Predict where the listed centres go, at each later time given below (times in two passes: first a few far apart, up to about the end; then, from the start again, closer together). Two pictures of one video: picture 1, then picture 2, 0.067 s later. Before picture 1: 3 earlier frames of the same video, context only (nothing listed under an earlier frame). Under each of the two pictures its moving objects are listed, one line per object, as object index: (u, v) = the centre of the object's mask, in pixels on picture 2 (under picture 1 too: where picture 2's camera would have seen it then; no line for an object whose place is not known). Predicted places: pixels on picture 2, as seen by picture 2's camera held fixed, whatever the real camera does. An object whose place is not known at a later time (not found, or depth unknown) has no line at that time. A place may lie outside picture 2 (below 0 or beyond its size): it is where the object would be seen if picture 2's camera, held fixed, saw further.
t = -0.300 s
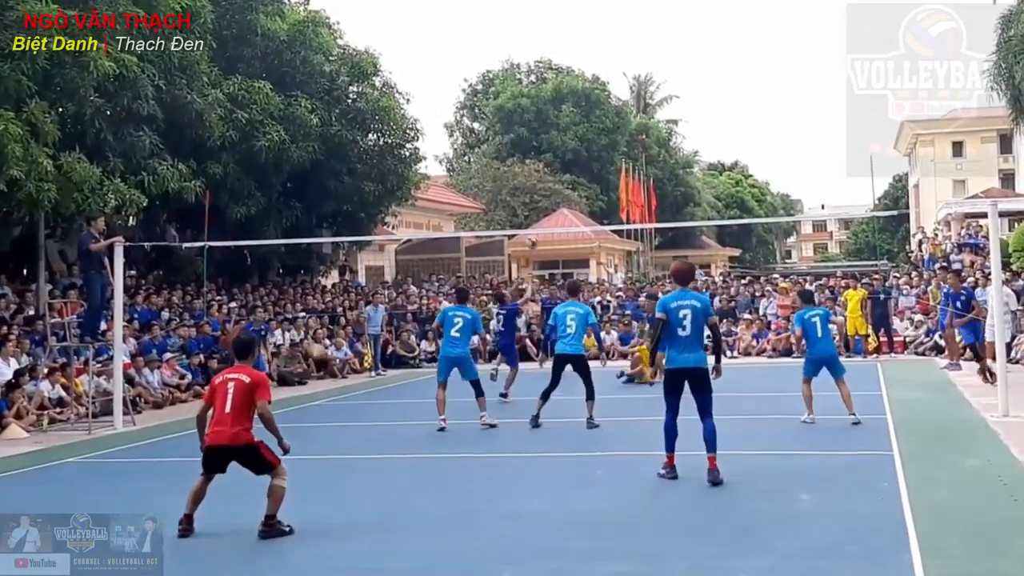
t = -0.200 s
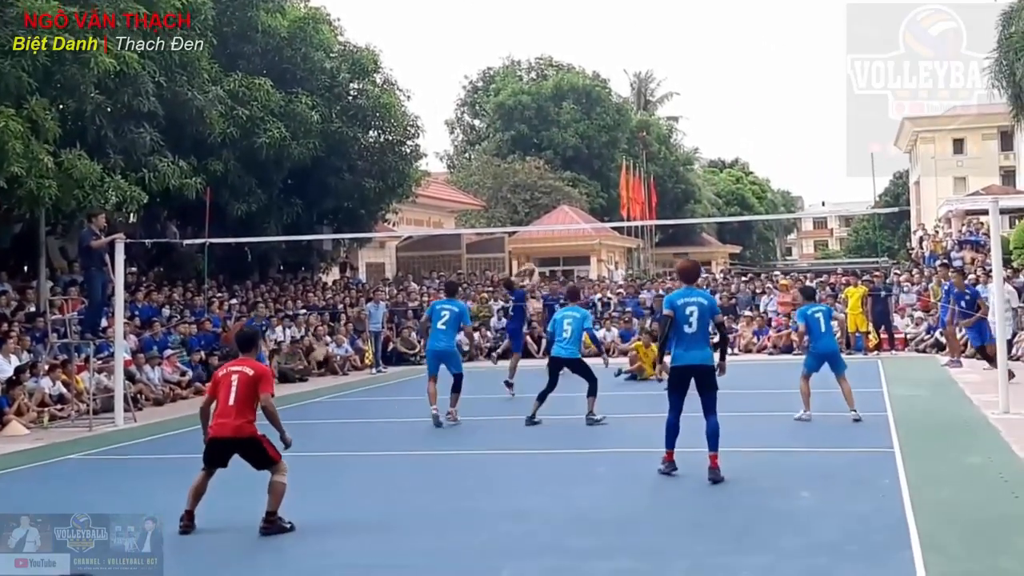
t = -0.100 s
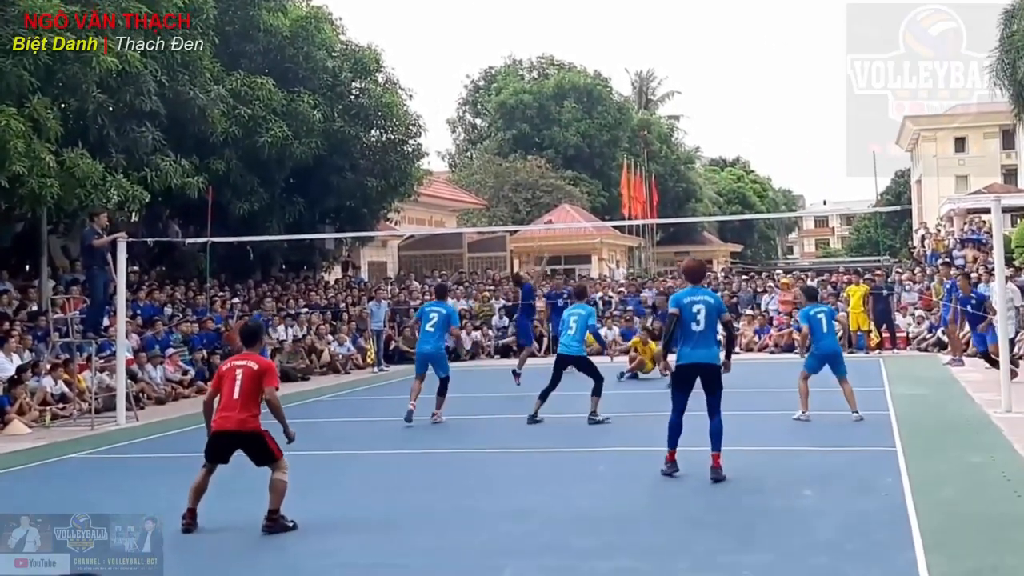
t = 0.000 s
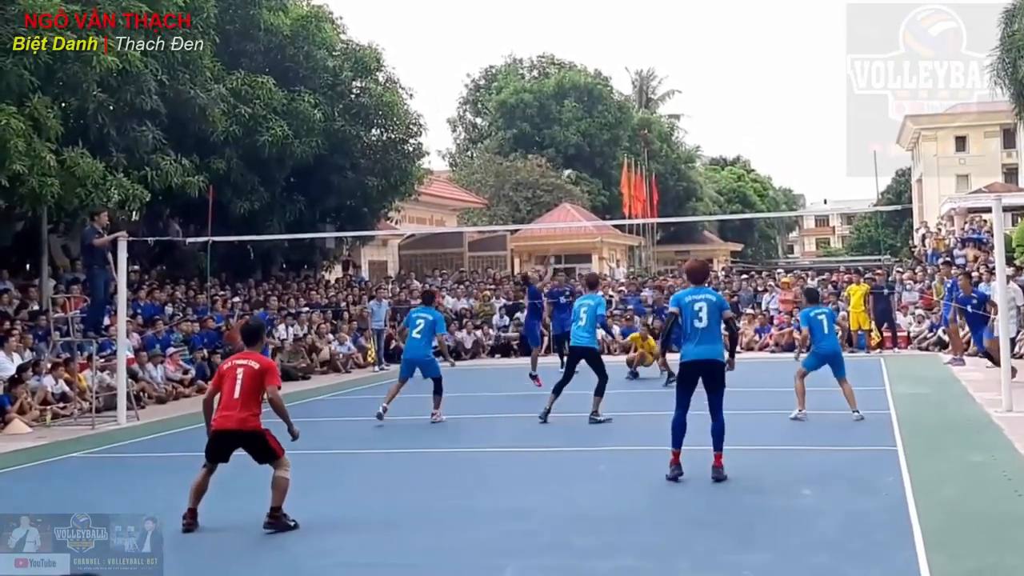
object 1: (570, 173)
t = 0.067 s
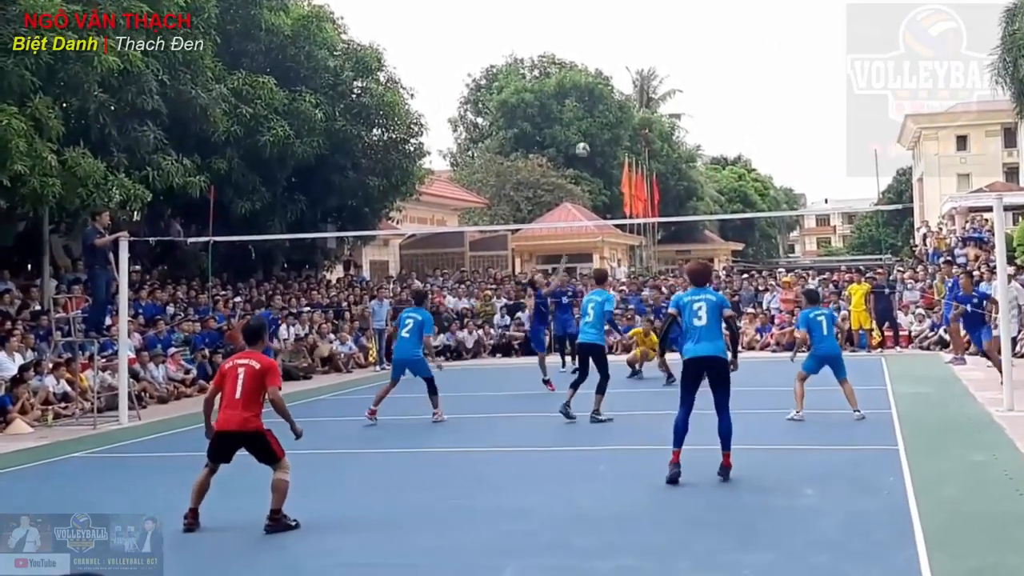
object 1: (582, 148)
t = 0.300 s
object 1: (624, 86)
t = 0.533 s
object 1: (670, 41)
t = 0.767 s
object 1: (721, 40)
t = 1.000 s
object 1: (773, 79)
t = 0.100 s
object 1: (589, 136)
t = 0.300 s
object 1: (624, 86)
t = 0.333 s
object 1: (628, 78)
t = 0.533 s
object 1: (670, 41)
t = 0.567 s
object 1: (678, 38)
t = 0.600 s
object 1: (686, 37)
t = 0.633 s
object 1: (693, 36)
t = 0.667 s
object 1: (700, 36)
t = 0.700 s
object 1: (707, 36)
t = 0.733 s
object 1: (714, 37)
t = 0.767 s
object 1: (721, 40)
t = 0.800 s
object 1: (729, 44)
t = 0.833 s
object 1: (736, 46)
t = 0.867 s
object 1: (743, 50)
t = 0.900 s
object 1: (751, 57)
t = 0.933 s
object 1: (759, 63)
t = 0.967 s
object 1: (766, 70)
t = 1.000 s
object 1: (773, 79)
